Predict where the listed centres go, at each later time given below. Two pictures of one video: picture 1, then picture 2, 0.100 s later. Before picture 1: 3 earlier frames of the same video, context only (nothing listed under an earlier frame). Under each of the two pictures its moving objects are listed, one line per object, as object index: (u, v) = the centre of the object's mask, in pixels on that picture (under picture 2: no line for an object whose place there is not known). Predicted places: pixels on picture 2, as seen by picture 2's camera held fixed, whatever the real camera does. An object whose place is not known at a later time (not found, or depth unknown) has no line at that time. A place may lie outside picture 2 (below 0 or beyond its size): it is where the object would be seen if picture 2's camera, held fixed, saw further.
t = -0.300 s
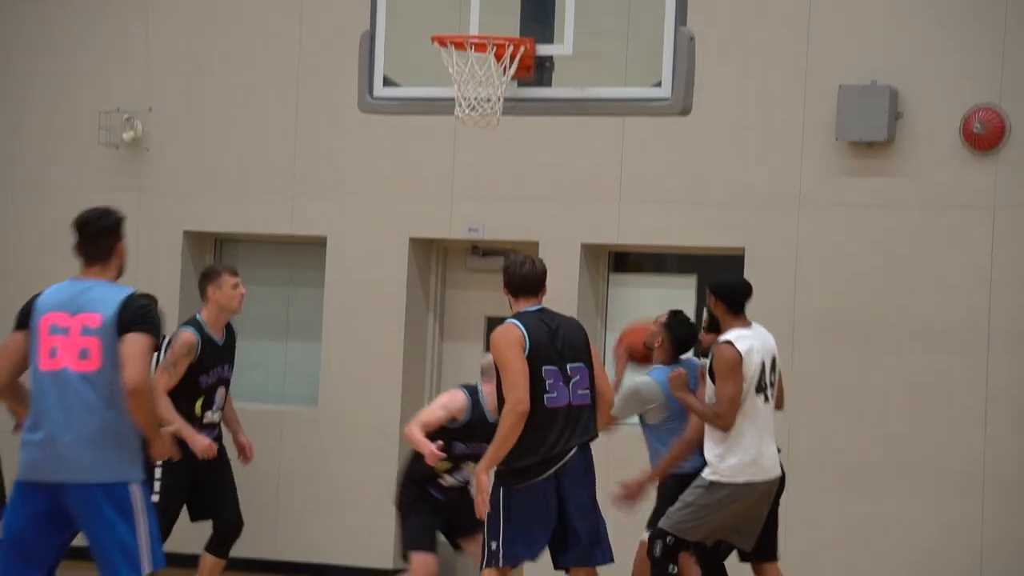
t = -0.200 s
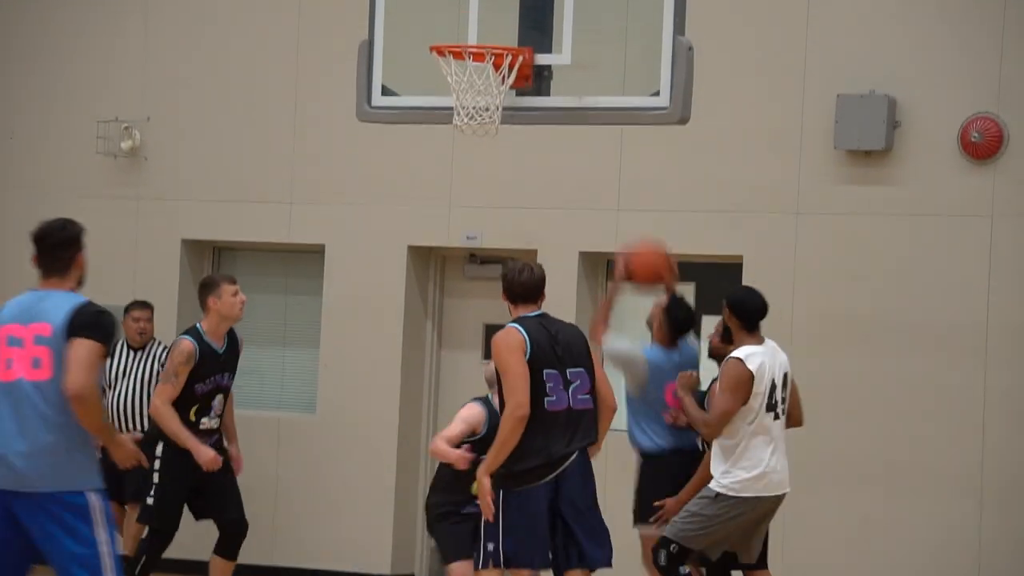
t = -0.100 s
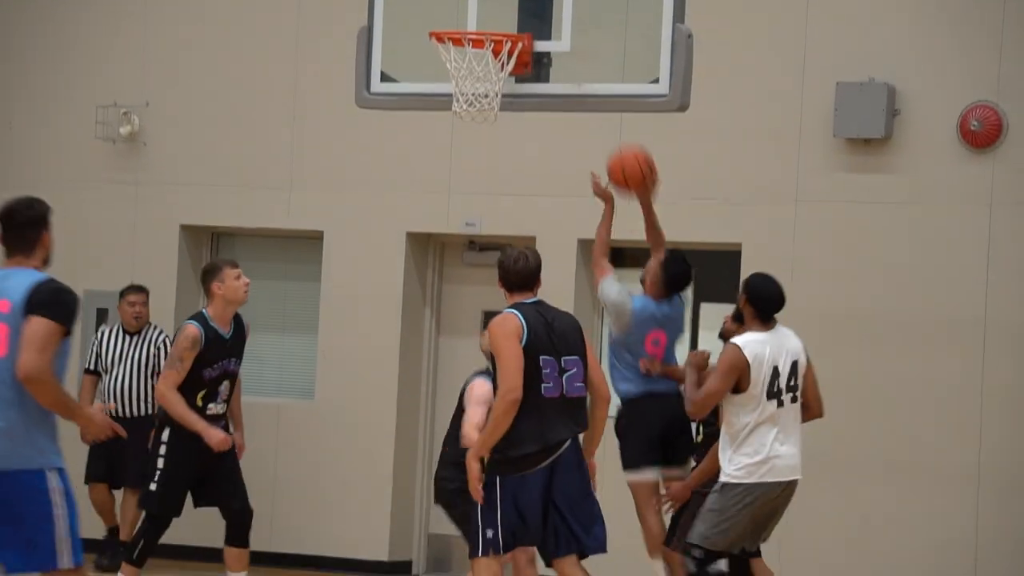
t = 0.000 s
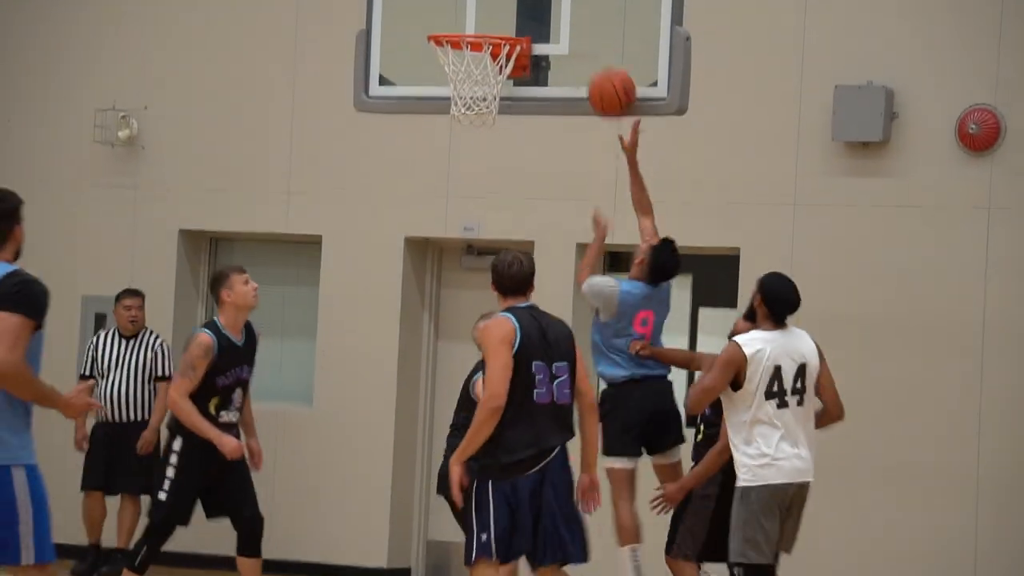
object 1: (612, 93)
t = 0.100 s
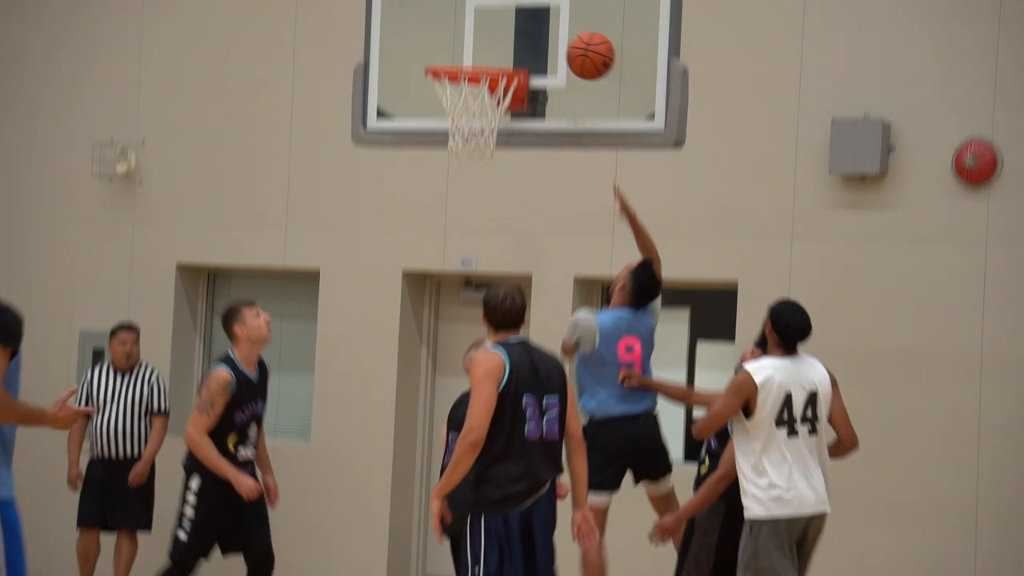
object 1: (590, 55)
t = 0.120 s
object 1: (586, 44)
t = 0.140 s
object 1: (583, 33)
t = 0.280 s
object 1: (556, 2)
